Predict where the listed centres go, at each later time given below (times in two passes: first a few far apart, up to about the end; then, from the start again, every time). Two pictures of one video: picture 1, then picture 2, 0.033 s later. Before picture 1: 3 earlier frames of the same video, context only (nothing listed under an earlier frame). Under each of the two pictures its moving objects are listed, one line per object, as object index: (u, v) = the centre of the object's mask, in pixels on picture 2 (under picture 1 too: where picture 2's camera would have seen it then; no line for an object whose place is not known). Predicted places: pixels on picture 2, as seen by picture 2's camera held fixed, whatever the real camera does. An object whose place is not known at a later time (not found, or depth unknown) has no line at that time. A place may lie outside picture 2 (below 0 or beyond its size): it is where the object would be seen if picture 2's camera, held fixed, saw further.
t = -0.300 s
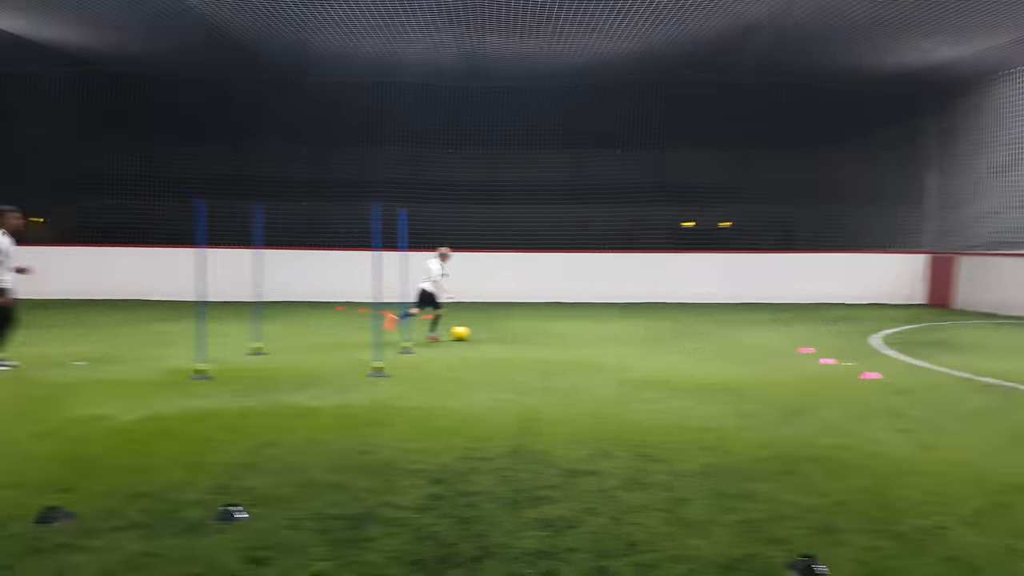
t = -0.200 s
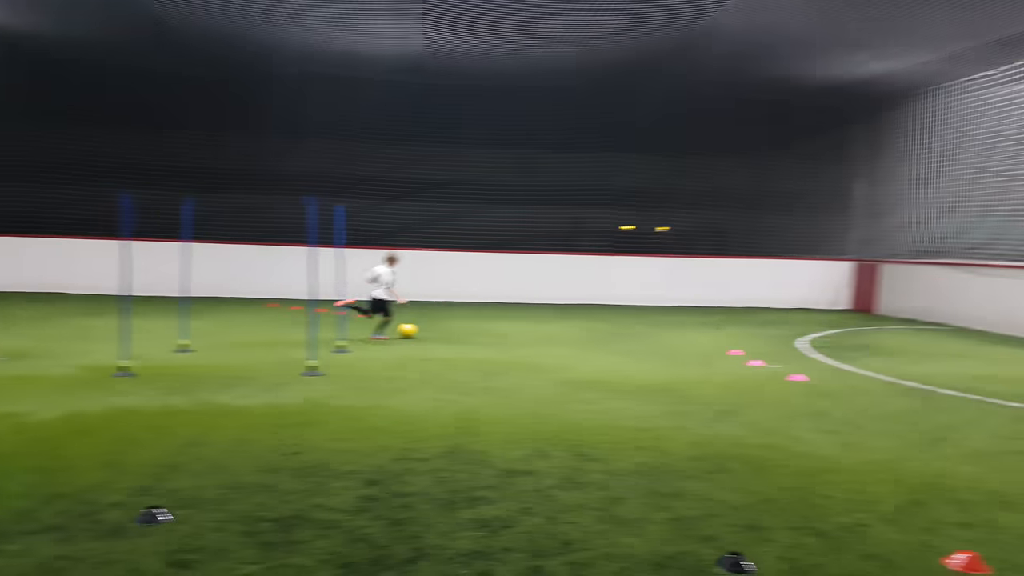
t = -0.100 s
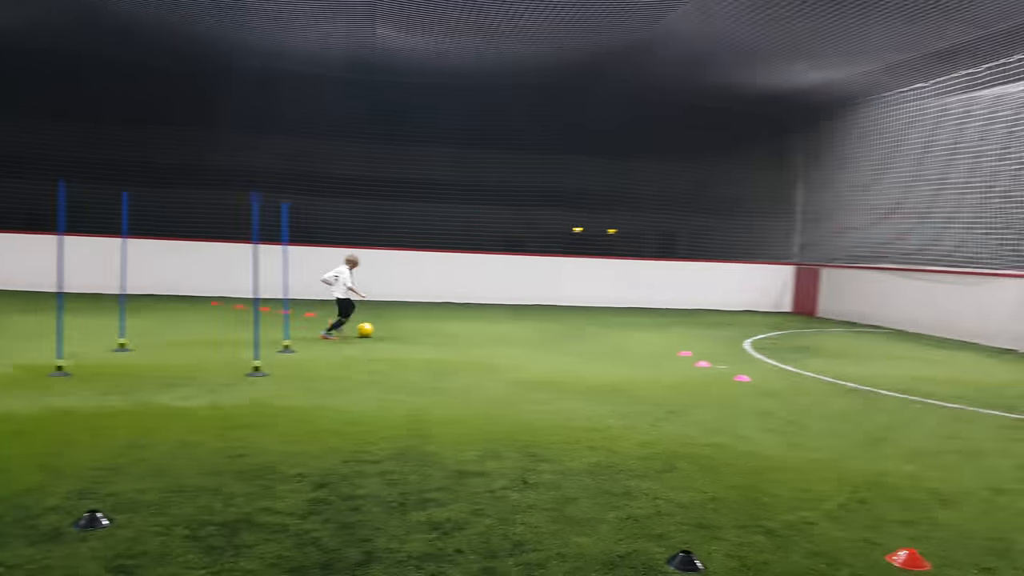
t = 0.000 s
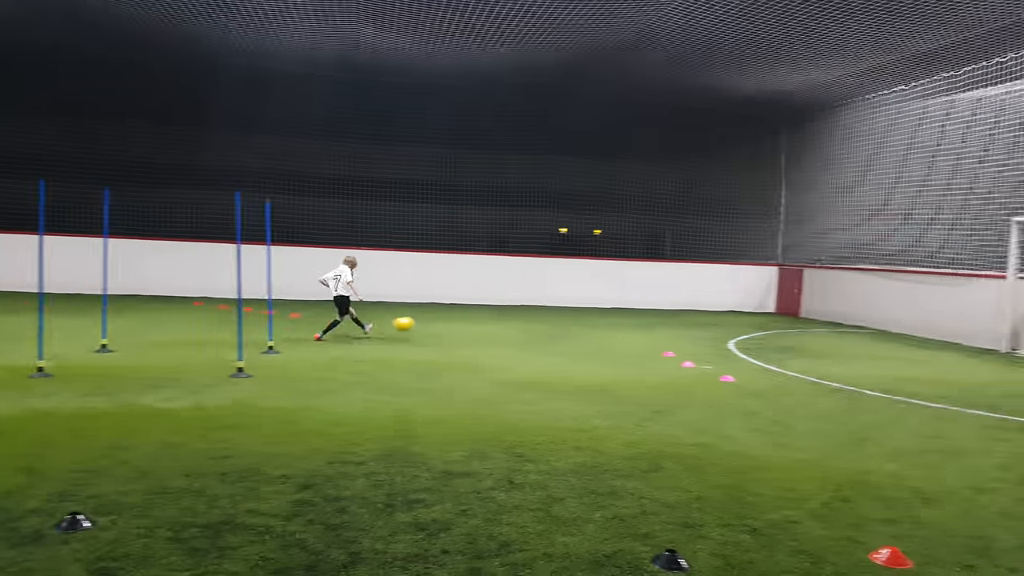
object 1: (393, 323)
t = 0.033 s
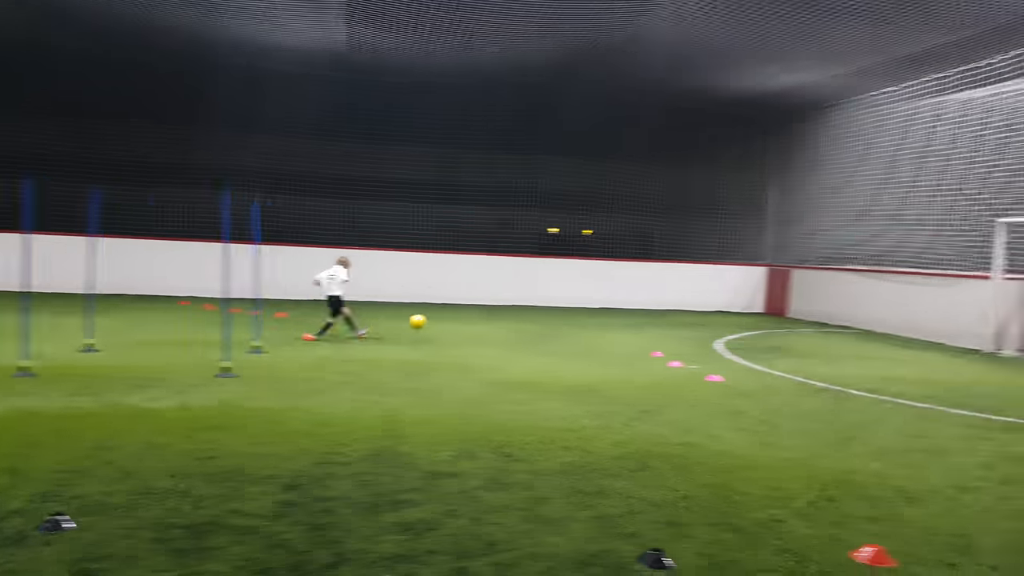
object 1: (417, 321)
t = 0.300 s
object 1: (614, 334)
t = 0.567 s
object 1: (775, 352)
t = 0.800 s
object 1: (890, 357)
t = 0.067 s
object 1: (442, 321)
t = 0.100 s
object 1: (467, 320)
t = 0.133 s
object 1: (492, 320)
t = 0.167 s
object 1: (517, 322)
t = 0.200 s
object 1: (541, 323)
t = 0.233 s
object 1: (566, 326)
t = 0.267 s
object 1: (590, 329)
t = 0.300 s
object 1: (614, 334)
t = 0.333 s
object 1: (639, 340)
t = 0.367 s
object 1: (662, 346)
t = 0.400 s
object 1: (683, 347)
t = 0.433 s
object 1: (702, 349)
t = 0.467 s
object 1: (721, 350)
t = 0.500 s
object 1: (741, 352)
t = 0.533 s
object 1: (758, 352)
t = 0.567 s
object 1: (775, 352)
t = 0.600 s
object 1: (792, 353)
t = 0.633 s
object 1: (809, 354)
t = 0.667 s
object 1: (826, 356)
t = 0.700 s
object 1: (842, 358)
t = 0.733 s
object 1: (859, 358)
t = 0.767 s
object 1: (874, 358)
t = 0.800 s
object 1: (890, 357)
